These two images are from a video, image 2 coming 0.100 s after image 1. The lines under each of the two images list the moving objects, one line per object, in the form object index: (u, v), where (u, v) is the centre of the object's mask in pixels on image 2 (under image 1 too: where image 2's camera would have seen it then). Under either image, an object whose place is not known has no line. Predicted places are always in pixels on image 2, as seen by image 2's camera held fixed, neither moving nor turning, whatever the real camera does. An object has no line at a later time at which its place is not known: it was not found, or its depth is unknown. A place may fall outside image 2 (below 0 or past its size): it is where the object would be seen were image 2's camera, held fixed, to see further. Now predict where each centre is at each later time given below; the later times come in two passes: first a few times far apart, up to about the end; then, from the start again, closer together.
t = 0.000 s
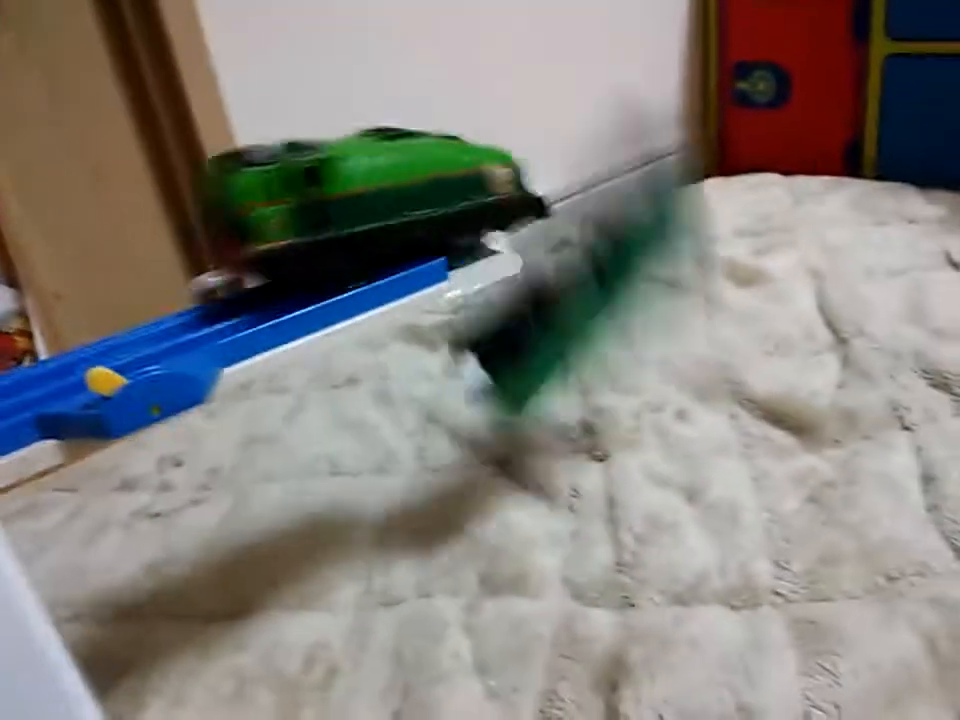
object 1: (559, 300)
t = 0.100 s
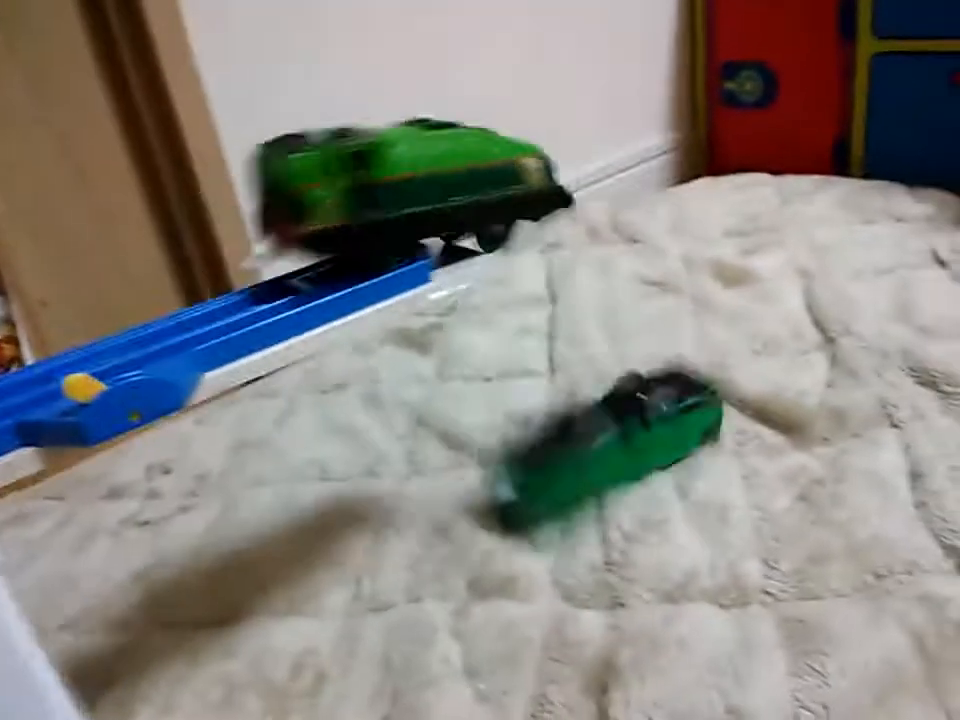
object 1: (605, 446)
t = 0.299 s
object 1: (638, 414)
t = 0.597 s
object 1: (561, 406)
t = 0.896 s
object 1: (561, 406)
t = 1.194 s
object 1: (560, 406)
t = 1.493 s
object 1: (560, 405)
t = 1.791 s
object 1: (561, 406)
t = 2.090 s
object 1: (559, 407)
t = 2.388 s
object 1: (561, 407)
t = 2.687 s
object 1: (560, 407)
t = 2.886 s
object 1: (561, 406)
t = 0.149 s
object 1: (594, 427)
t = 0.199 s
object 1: (590, 420)
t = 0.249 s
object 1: (586, 427)
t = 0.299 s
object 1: (638, 414)
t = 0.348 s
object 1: (587, 414)
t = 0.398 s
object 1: (575, 412)
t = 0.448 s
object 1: (536, 414)
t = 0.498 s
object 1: (560, 404)
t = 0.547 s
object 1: (558, 403)
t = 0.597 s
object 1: (561, 406)
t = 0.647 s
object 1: (560, 407)
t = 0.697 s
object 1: (562, 406)
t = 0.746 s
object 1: (561, 406)
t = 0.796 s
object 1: (560, 406)
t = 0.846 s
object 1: (560, 406)
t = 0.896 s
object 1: (561, 406)
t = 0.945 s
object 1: (560, 406)
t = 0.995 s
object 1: (560, 406)
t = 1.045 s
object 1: (560, 406)
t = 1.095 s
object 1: (560, 406)
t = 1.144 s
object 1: (560, 406)
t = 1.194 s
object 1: (560, 406)
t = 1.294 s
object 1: (560, 406)
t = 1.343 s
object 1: (560, 406)
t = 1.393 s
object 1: (561, 406)
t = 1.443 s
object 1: (561, 405)
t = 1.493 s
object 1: (560, 405)
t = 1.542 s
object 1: (561, 406)
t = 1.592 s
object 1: (561, 406)
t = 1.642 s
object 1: (560, 406)
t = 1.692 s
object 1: (561, 406)
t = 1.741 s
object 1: (560, 406)
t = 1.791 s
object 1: (561, 406)
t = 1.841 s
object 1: (560, 406)
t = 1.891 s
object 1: (559, 407)
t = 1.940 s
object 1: (560, 406)
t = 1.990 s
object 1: (561, 406)
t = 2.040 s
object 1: (561, 406)
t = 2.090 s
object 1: (559, 407)
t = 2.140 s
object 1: (561, 406)
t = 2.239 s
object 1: (559, 407)
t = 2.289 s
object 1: (562, 406)
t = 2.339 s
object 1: (561, 406)
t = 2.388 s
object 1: (561, 407)
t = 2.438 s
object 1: (561, 406)
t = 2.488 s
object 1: (560, 406)
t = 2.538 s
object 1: (561, 406)
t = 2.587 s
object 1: (561, 406)
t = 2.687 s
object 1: (560, 407)
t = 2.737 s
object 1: (561, 406)
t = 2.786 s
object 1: (560, 407)
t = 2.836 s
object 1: (560, 407)
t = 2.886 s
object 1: (561, 406)
